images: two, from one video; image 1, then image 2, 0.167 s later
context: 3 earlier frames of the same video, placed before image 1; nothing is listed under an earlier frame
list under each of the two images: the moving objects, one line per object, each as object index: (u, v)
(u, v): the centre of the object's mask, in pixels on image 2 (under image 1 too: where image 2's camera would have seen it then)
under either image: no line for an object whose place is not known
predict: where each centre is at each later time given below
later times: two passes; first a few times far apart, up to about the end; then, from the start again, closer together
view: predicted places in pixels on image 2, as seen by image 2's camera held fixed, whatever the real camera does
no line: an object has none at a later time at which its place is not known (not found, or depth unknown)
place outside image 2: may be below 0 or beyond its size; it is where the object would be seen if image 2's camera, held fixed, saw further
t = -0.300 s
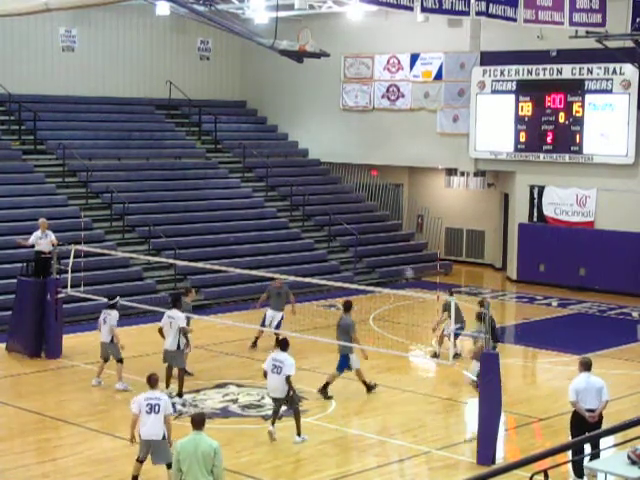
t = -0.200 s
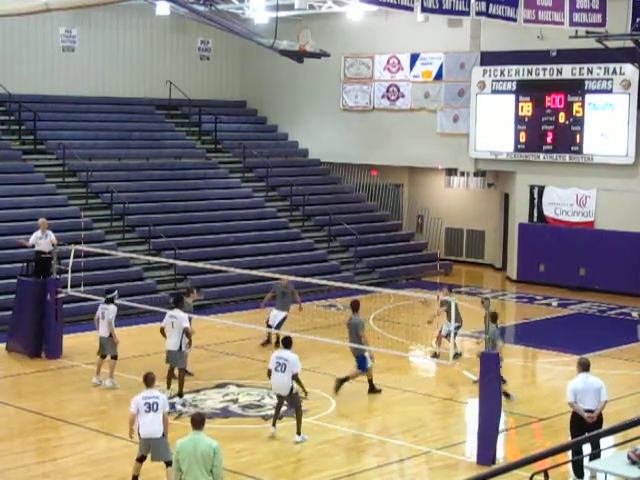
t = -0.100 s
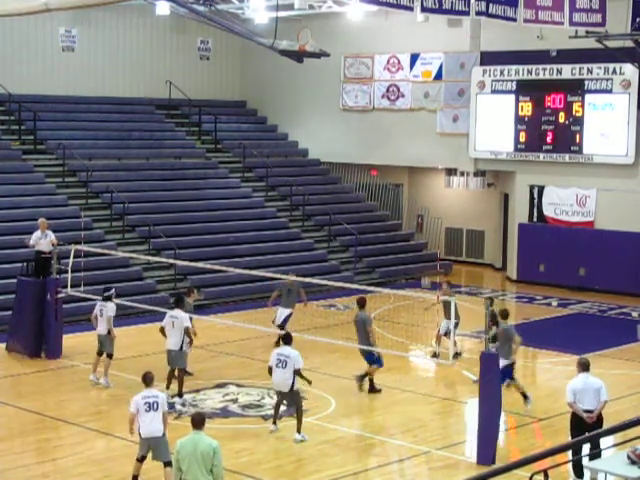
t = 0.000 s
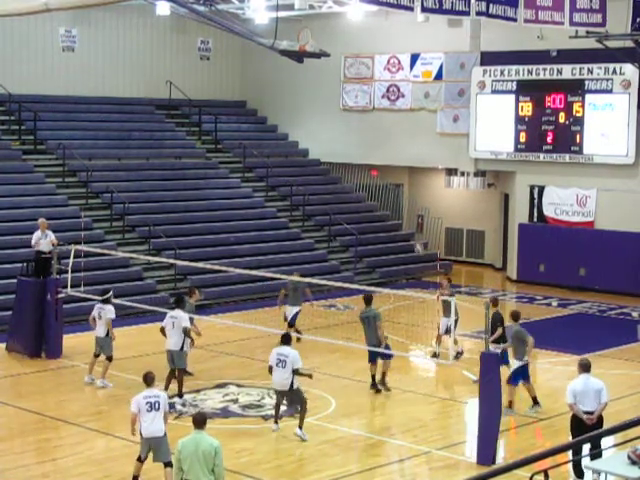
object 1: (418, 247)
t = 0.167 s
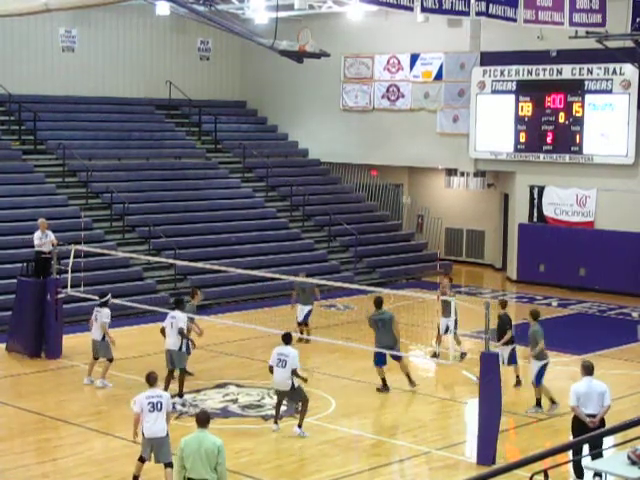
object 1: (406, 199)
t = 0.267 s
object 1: (399, 178)
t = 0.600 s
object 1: (370, 138)
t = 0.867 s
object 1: (348, 144)
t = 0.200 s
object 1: (404, 192)
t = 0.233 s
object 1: (401, 184)
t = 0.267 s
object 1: (399, 178)
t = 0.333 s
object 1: (393, 166)
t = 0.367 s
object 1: (391, 160)
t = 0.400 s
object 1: (388, 156)
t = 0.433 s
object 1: (386, 153)
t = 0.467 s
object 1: (381, 149)
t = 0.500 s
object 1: (379, 145)
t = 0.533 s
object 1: (376, 142)
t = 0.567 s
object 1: (372, 140)
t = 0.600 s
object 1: (370, 138)
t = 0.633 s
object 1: (368, 136)
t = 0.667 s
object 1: (364, 136)
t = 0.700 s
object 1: (361, 135)
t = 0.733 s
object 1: (359, 136)
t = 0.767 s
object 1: (357, 136)
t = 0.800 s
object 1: (354, 139)
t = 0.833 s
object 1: (351, 141)
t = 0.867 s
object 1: (348, 144)
